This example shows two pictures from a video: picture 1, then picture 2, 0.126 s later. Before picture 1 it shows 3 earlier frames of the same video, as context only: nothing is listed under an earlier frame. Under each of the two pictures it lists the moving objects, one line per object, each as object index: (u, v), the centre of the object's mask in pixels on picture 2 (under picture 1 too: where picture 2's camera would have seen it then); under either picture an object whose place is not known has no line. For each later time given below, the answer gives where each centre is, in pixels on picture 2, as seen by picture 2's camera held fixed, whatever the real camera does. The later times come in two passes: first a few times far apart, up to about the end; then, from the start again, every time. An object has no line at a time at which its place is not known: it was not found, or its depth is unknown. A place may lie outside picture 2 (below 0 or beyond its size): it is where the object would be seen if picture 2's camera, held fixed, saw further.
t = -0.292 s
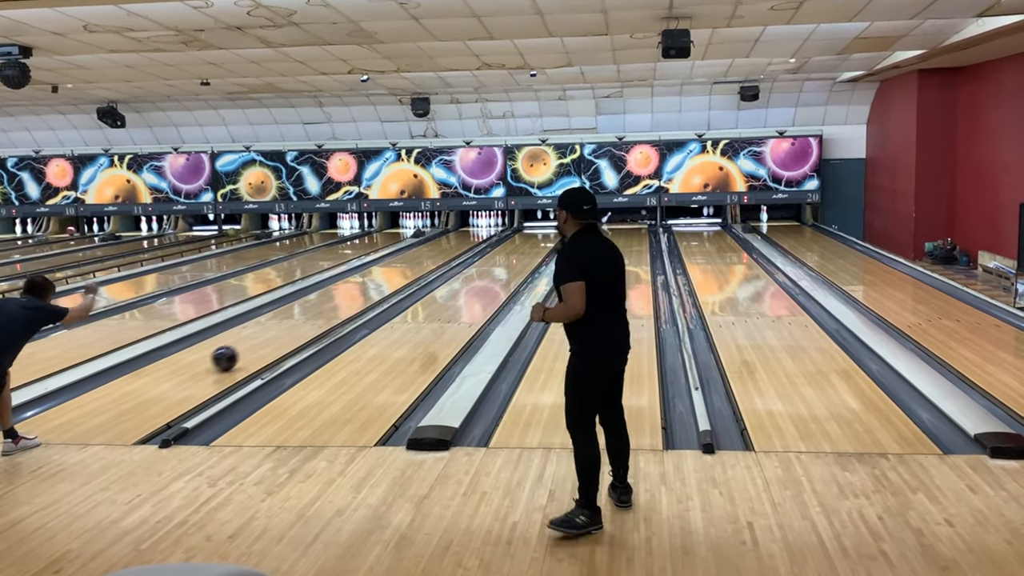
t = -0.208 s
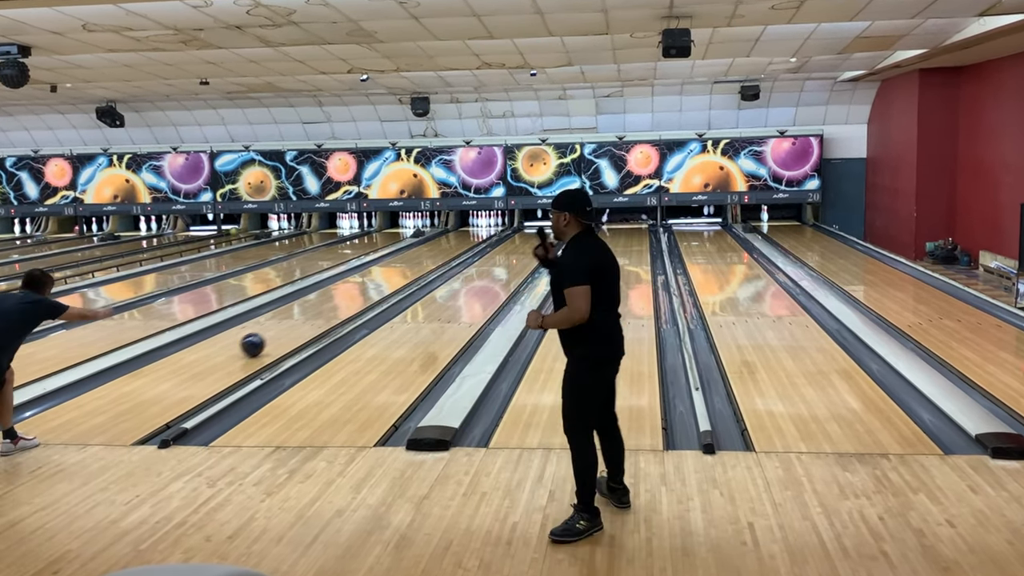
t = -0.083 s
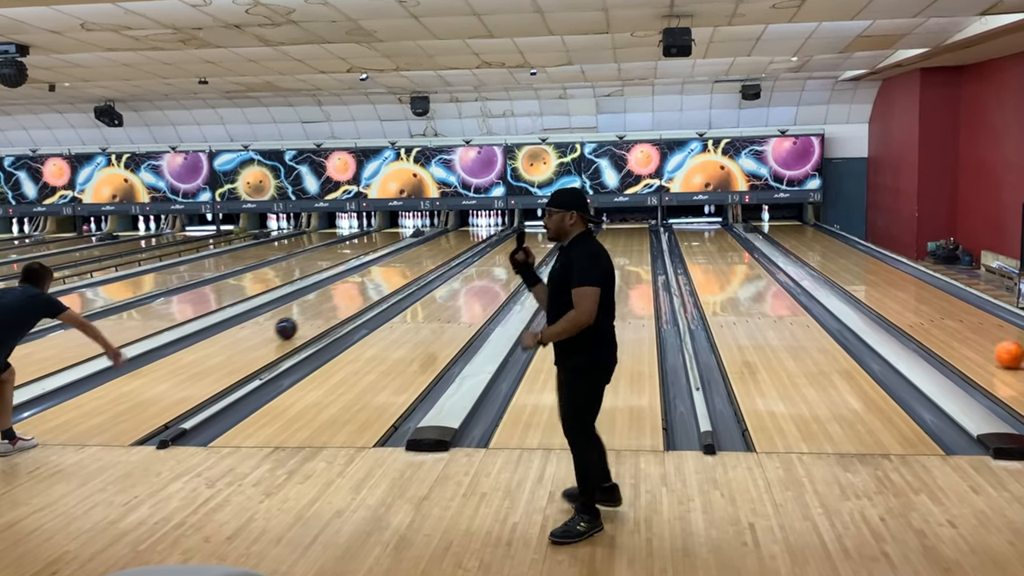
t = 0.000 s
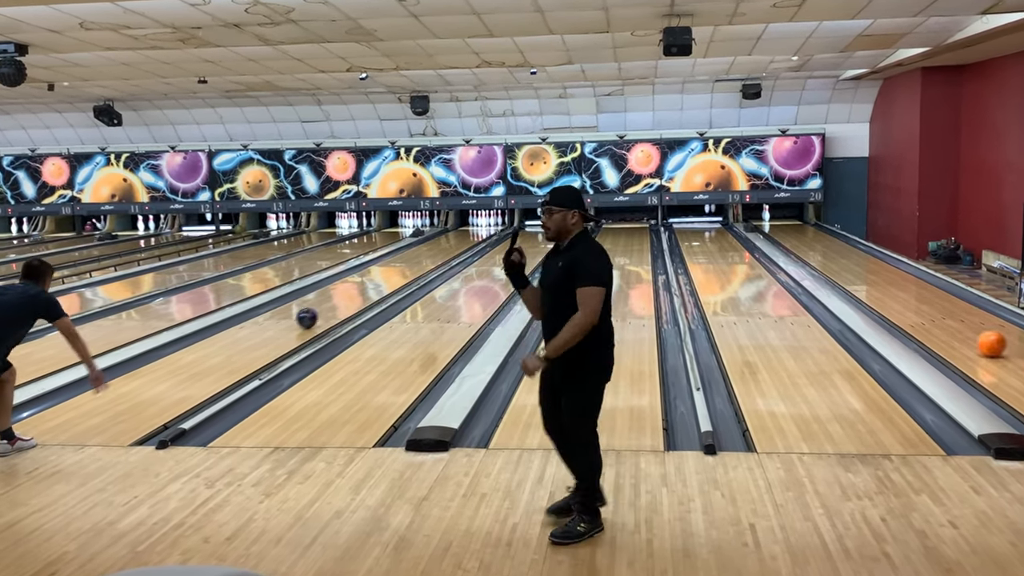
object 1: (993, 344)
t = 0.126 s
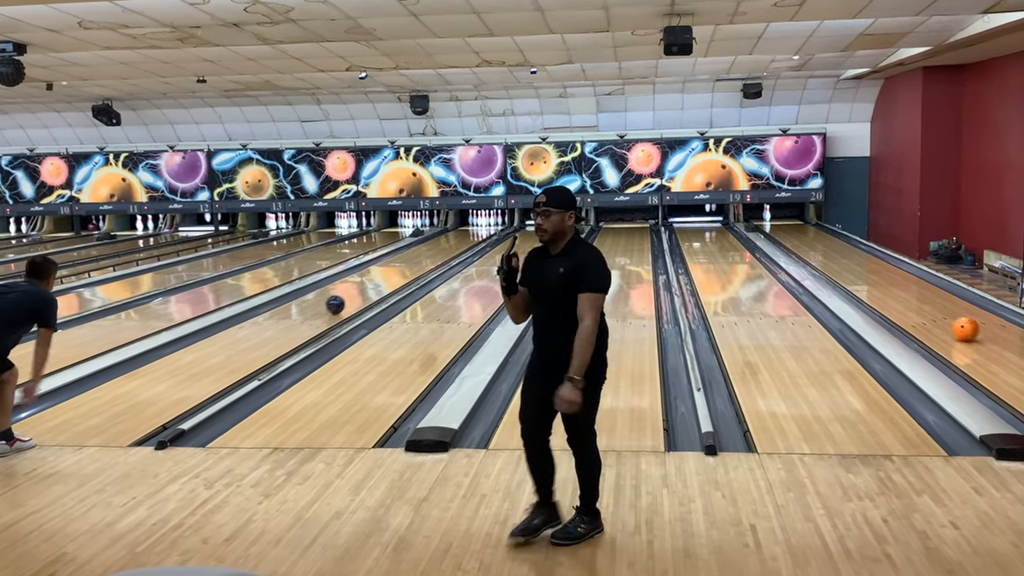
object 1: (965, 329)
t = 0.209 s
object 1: (951, 321)
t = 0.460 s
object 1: (913, 300)
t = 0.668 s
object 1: (890, 288)
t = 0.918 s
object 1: (865, 274)
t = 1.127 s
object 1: (847, 264)
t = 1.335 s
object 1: (833, 256)
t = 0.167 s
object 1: (959, 326)
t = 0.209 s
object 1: (951, 321)
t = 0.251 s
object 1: (945, 318)
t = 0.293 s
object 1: (937, 314)
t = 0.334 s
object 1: (932, 311)
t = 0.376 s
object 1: (925, 307)
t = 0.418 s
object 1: (920, 304)
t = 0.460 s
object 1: (913, 300)
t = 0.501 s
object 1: (909, 298)
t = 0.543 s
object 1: (903, 295)
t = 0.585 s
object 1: (899, 293)
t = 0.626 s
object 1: (893, 290)
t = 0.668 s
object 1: (890, 288)
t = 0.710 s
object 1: (884, 285)
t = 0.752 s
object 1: (881, 283)
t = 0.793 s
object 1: (875, 280)
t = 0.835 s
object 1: (872, 278)
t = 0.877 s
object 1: (868, 276)
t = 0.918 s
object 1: (865, 274)
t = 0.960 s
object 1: (861, 271)
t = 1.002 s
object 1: (858, 270)
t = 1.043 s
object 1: (853, 267)
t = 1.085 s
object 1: (851, 266)
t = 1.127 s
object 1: (847, 264)
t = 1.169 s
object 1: (844, 263)
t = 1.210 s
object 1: (841, 261)
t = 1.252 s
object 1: (838, 260)
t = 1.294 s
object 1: (835, 257)
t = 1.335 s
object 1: (833, 256)
